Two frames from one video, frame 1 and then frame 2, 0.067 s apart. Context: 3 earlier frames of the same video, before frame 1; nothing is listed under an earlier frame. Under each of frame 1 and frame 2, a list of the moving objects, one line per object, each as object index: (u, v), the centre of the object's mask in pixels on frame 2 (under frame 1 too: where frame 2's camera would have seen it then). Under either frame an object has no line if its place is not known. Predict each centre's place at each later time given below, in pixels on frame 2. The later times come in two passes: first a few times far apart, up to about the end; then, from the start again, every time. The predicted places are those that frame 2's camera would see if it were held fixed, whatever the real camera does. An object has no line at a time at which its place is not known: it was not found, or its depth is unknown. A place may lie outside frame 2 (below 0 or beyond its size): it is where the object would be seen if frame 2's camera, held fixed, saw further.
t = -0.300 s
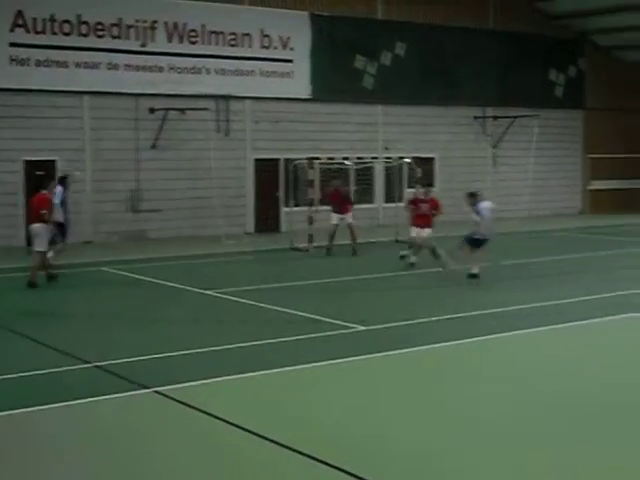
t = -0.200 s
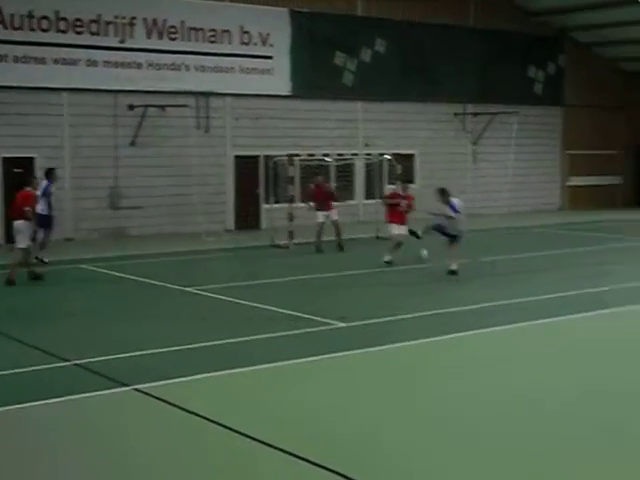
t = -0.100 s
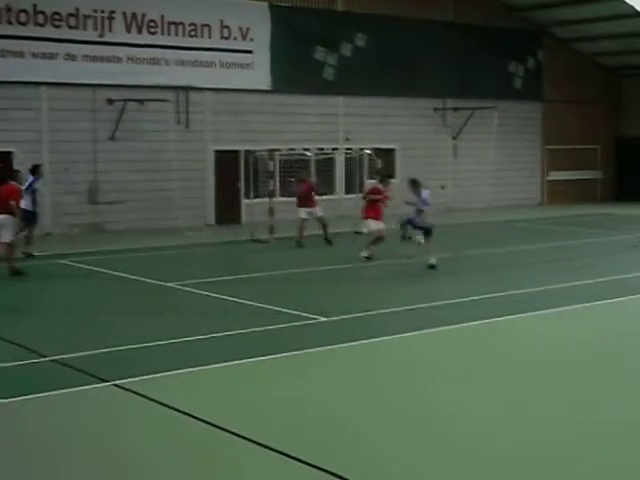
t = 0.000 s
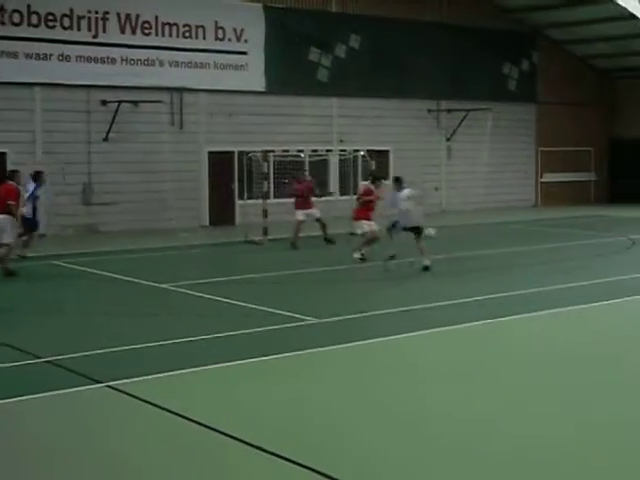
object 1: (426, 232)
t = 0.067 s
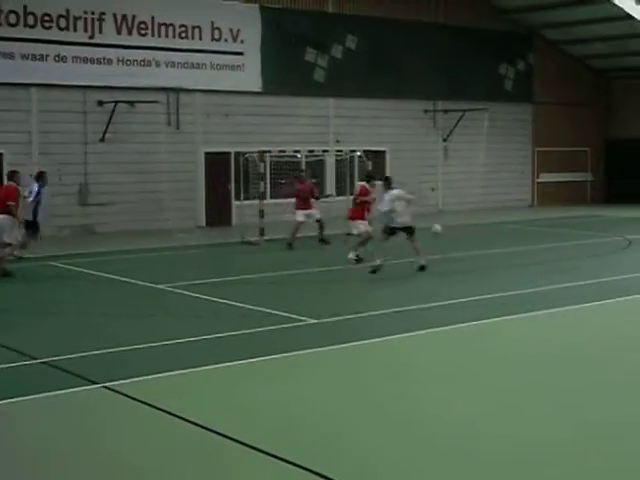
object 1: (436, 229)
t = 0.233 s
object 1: (463, 230)
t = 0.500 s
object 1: (502, 246)
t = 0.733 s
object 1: (533, 248)
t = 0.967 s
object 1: (566, 250)
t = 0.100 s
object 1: (442, 228)
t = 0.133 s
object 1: (446, 228)
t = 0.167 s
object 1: (453, 228)
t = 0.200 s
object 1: (457, 228)
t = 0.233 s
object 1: (463, 230)
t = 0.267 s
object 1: (467, 232)
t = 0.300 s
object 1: (473, 234)
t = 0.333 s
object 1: (478, 237)
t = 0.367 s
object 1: (482, 241)
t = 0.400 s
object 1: (487, 245)
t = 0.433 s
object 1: (491, 247)
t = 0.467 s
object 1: (497, 248)
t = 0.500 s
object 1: (502, 246)
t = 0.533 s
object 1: (506, 245)
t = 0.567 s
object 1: (511, 244)
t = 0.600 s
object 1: (515, 244)
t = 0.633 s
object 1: (520, 244)
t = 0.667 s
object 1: (526, 246)
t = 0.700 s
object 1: (529, 247)
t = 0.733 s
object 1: (533, 248)
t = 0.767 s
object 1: (537, 250)
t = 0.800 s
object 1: (542, 249)
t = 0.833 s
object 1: (549, 248)
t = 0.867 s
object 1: (552, 247)
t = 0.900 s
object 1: (556, 248)
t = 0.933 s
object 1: (560, 248)
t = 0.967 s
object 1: (566, 250)
